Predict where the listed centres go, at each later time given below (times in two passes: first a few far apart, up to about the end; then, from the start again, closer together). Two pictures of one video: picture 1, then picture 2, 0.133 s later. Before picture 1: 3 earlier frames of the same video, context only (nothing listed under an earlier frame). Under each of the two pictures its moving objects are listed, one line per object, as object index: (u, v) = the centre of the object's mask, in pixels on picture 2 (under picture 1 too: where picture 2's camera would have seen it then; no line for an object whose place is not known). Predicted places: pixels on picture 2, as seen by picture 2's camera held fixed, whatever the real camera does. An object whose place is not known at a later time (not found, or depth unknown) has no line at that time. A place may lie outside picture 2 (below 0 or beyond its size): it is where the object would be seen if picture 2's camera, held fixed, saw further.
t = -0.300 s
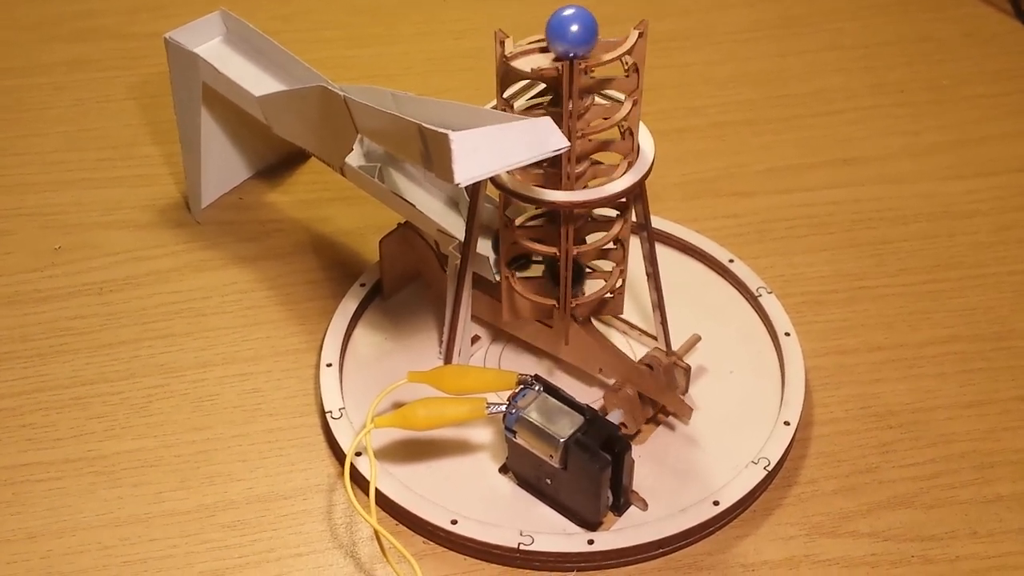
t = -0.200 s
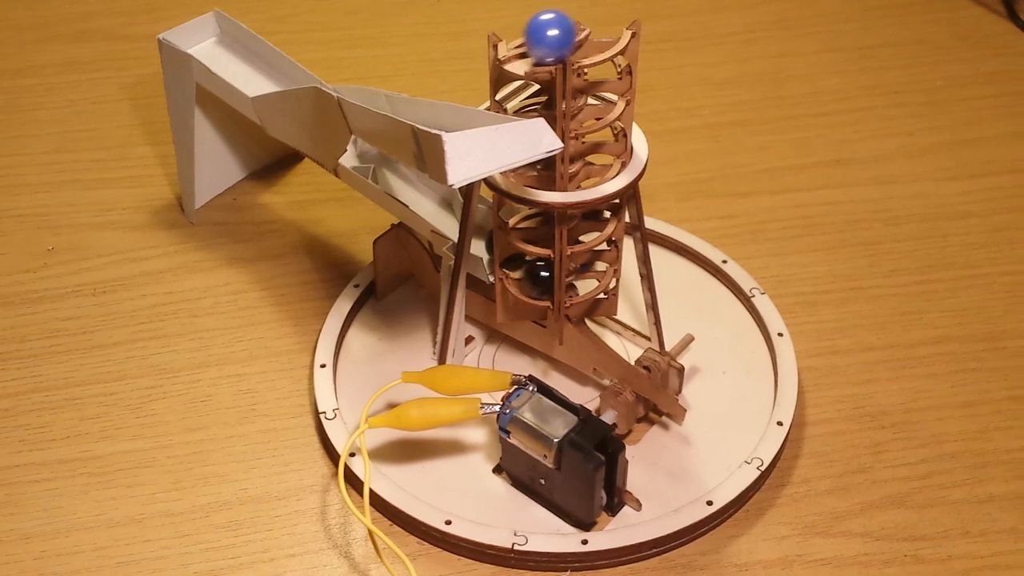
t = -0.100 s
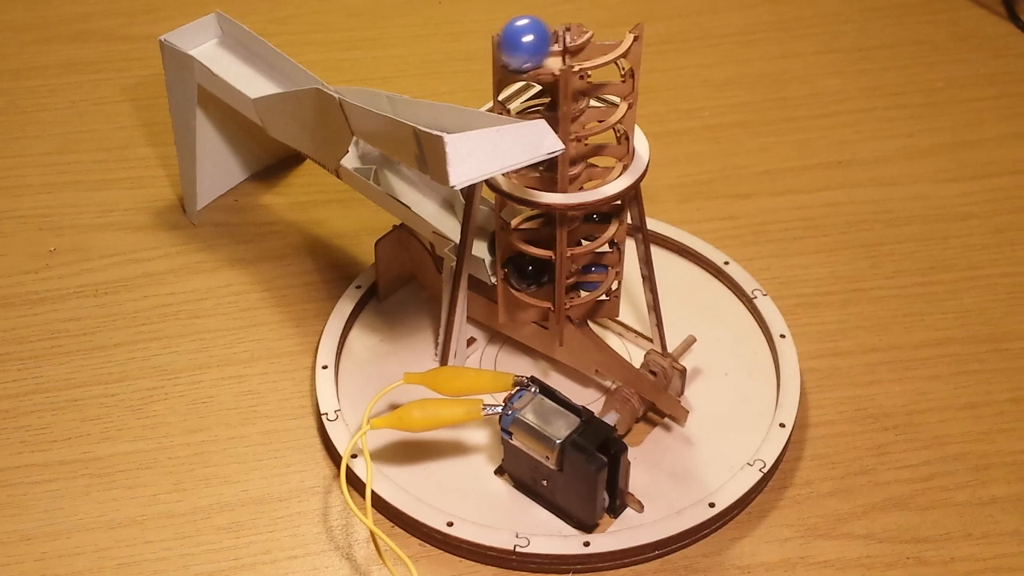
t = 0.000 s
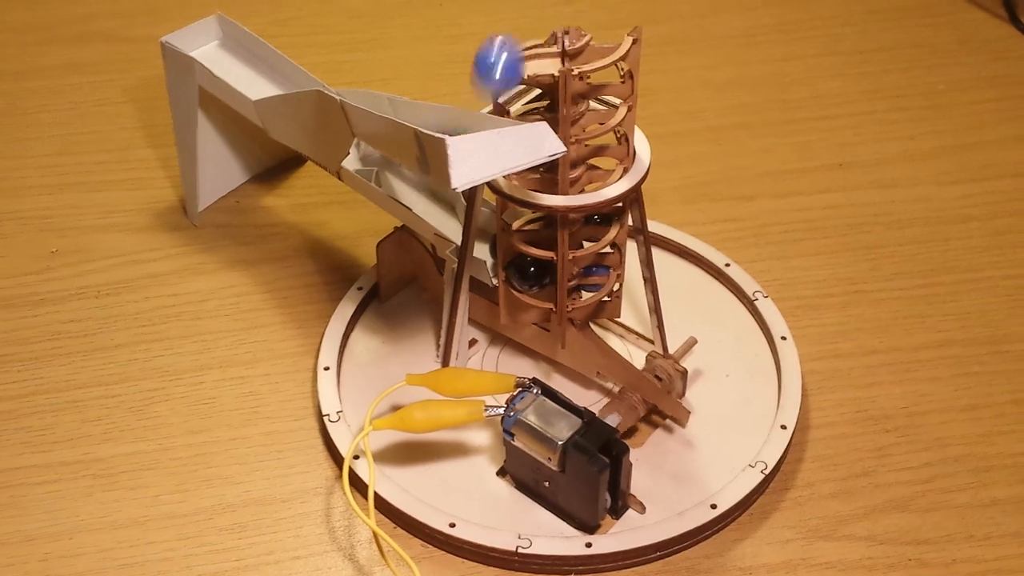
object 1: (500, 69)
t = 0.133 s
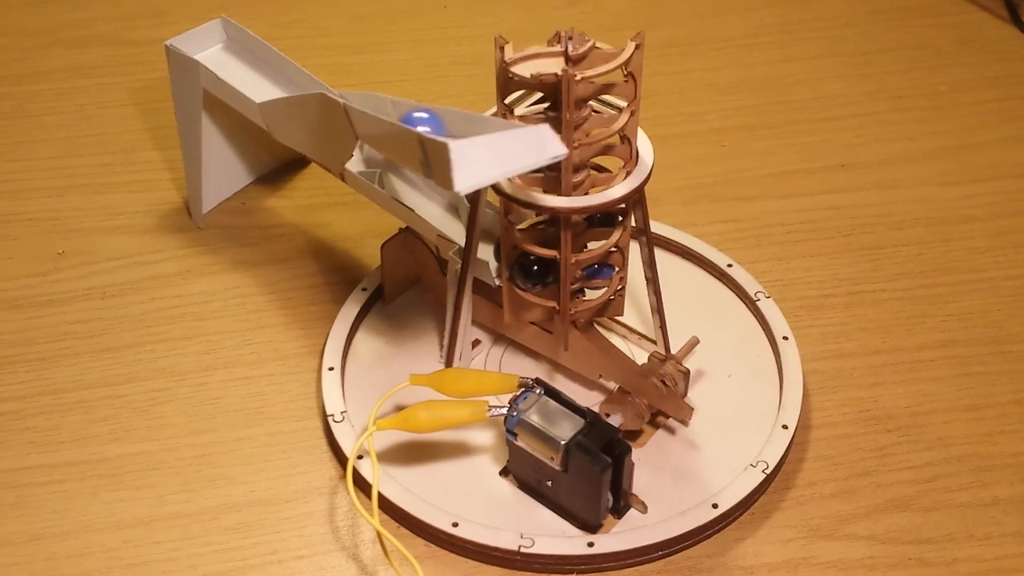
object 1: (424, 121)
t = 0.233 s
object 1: (388, 107)
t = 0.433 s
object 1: (254, 75)
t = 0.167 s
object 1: (414, 117)
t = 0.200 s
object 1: (400, 112)
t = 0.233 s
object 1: (388, 107)
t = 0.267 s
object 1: (378, 103)
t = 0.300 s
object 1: (366, 100)
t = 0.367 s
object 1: (300, 85)
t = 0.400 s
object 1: (278, 84)
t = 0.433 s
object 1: (254, 75)
